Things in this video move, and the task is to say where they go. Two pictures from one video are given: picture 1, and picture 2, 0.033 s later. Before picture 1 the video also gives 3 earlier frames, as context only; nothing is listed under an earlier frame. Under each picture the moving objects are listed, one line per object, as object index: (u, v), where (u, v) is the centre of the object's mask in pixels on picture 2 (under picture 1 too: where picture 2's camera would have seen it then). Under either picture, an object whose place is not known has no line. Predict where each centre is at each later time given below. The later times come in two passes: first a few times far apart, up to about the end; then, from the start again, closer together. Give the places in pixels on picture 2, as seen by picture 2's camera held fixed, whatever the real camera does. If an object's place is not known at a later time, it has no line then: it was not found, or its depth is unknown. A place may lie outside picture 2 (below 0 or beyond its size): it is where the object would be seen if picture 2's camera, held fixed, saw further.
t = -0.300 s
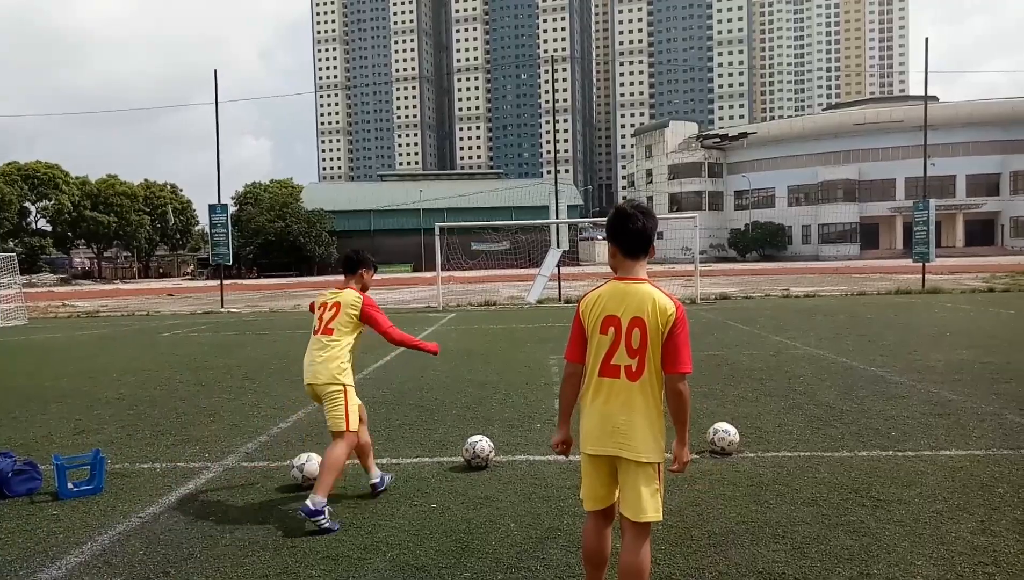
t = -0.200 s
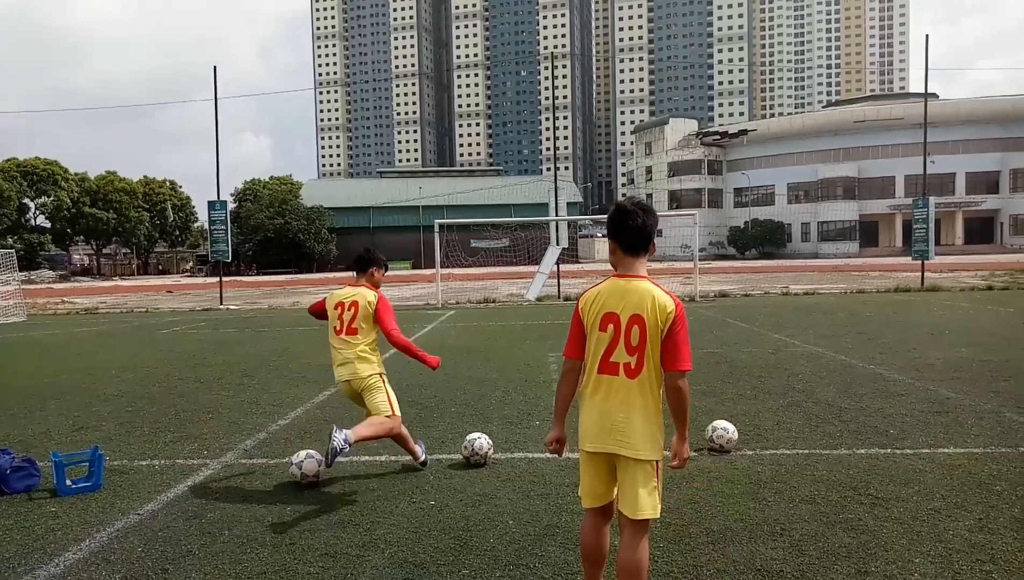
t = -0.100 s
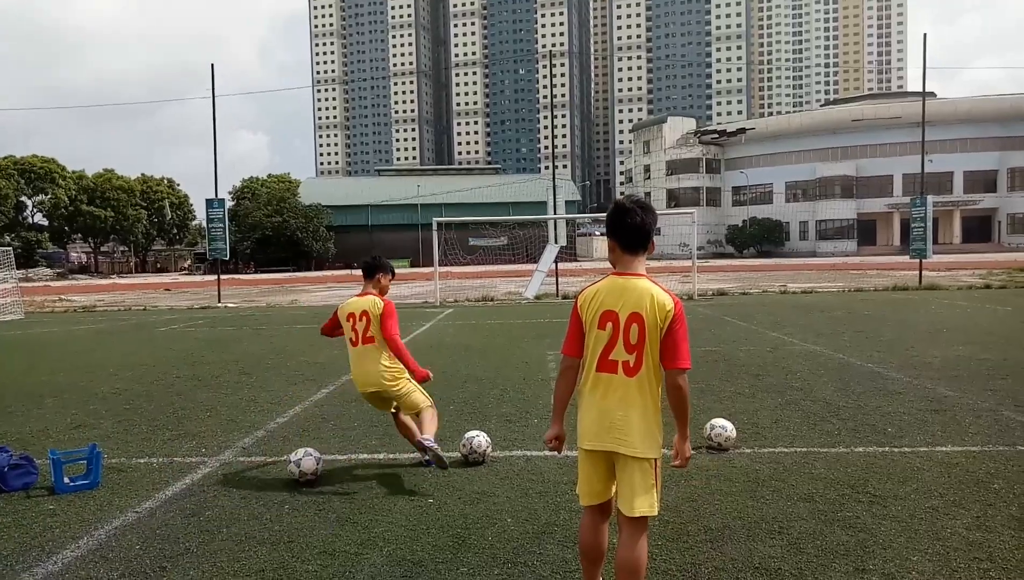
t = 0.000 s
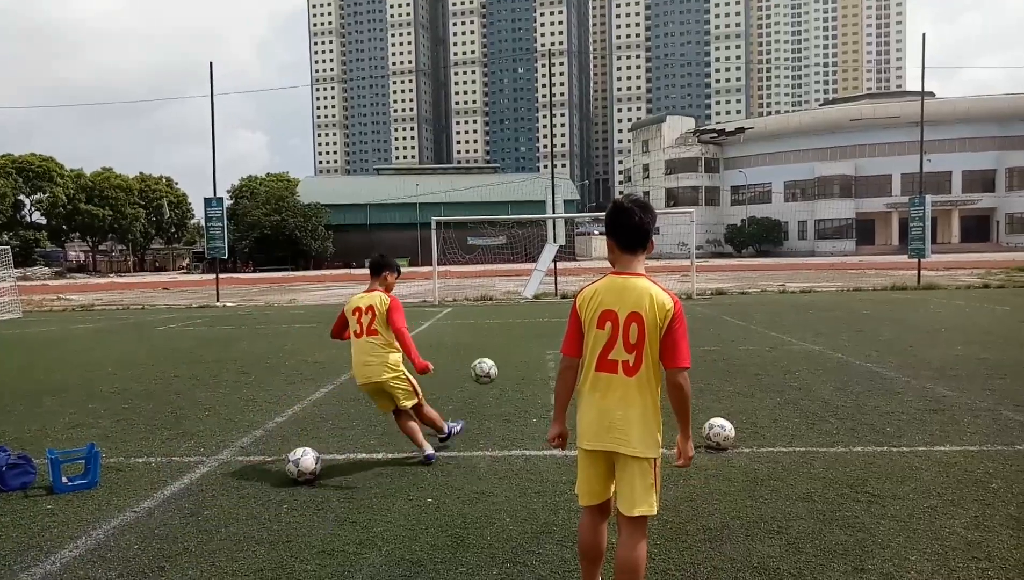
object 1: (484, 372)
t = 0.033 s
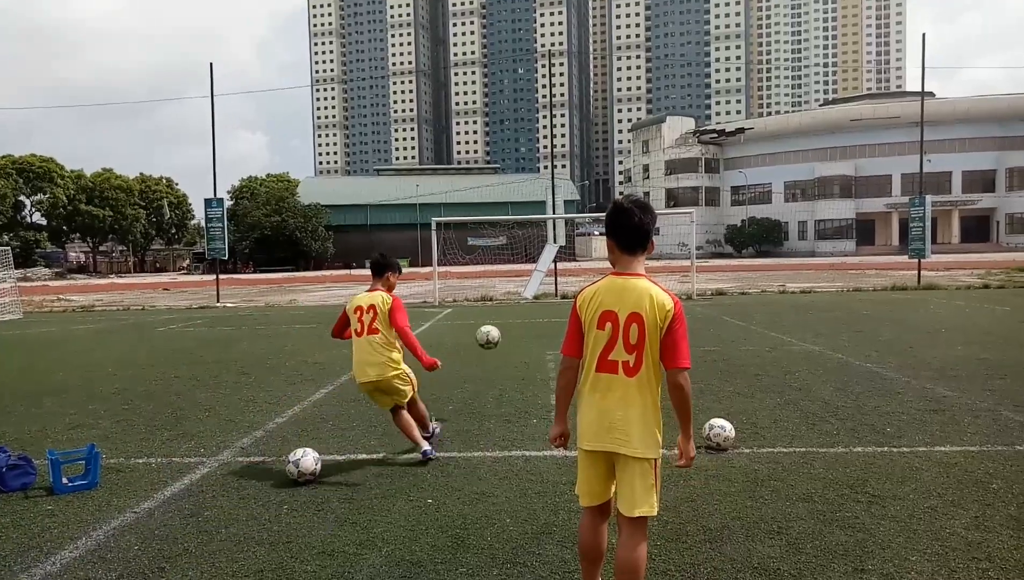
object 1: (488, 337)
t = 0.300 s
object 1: (502, 196)
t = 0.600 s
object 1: (507, 155)
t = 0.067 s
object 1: (491, 308)
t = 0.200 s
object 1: (499, 231)
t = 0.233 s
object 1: (500, 216)
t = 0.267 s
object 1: (502, 207)
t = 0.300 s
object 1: (502, 196)
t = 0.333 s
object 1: (503, 188)
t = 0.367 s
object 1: (504, 181)
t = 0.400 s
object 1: (505, 175)
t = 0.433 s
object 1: (505, 170)
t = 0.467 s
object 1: (506, 165)
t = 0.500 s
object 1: (506, 162)
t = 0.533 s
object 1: (506, 159)
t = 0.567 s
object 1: (507, 156)
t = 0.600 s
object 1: (507, 155)
